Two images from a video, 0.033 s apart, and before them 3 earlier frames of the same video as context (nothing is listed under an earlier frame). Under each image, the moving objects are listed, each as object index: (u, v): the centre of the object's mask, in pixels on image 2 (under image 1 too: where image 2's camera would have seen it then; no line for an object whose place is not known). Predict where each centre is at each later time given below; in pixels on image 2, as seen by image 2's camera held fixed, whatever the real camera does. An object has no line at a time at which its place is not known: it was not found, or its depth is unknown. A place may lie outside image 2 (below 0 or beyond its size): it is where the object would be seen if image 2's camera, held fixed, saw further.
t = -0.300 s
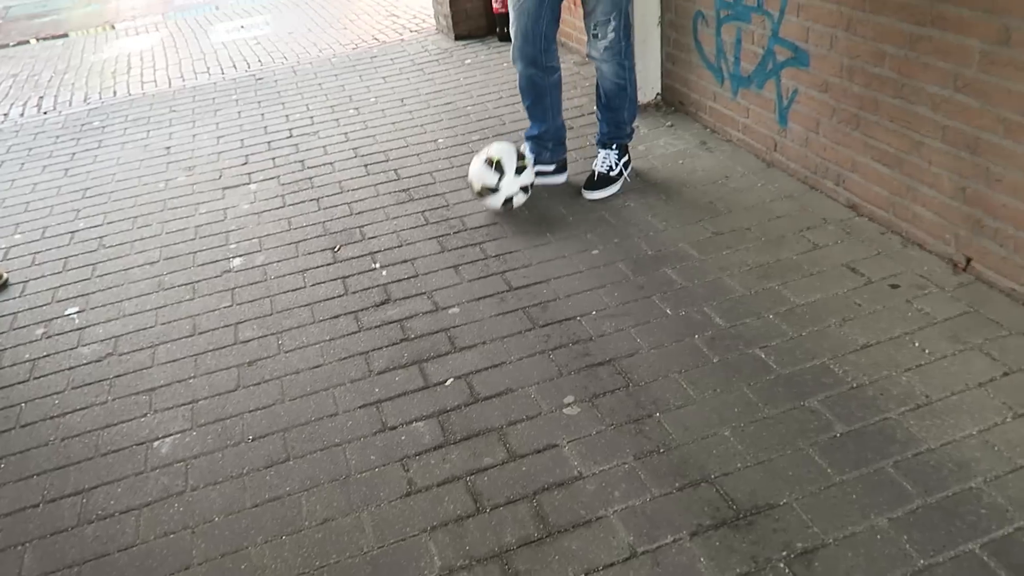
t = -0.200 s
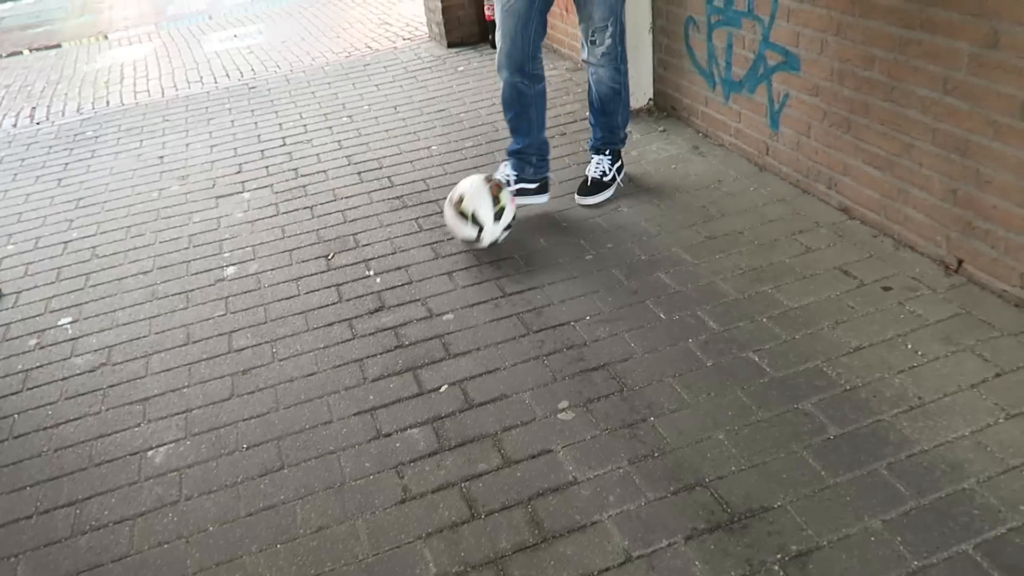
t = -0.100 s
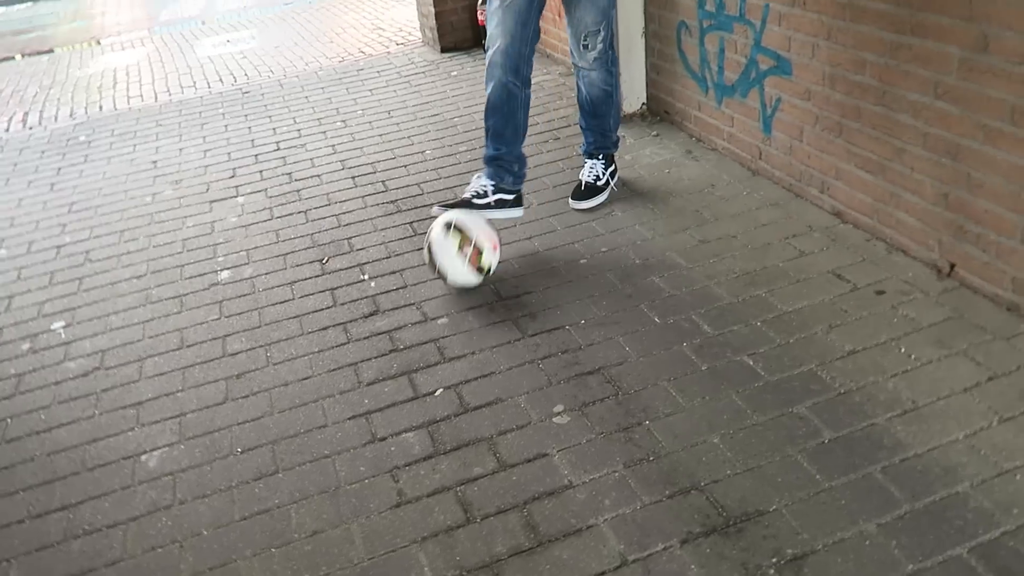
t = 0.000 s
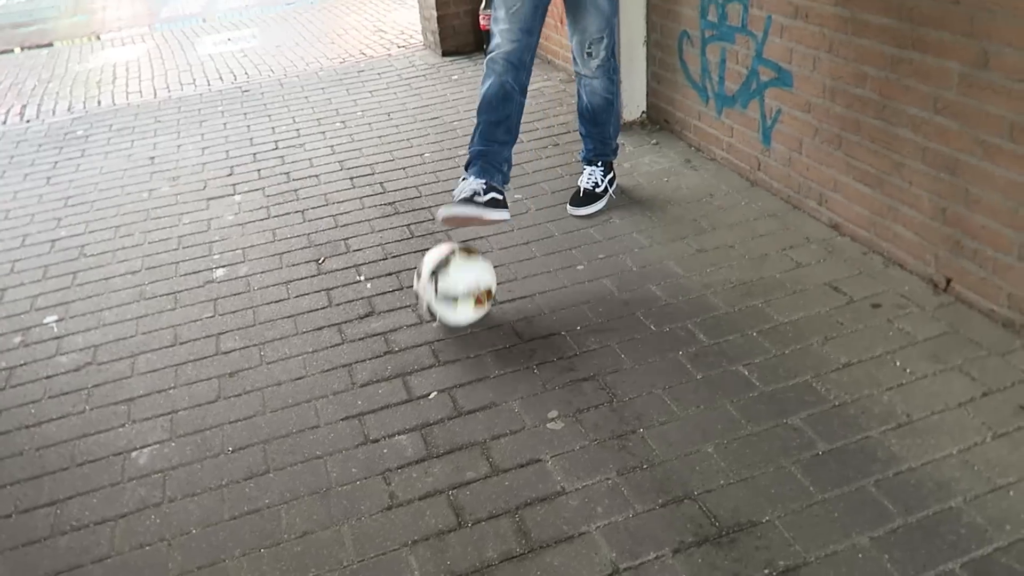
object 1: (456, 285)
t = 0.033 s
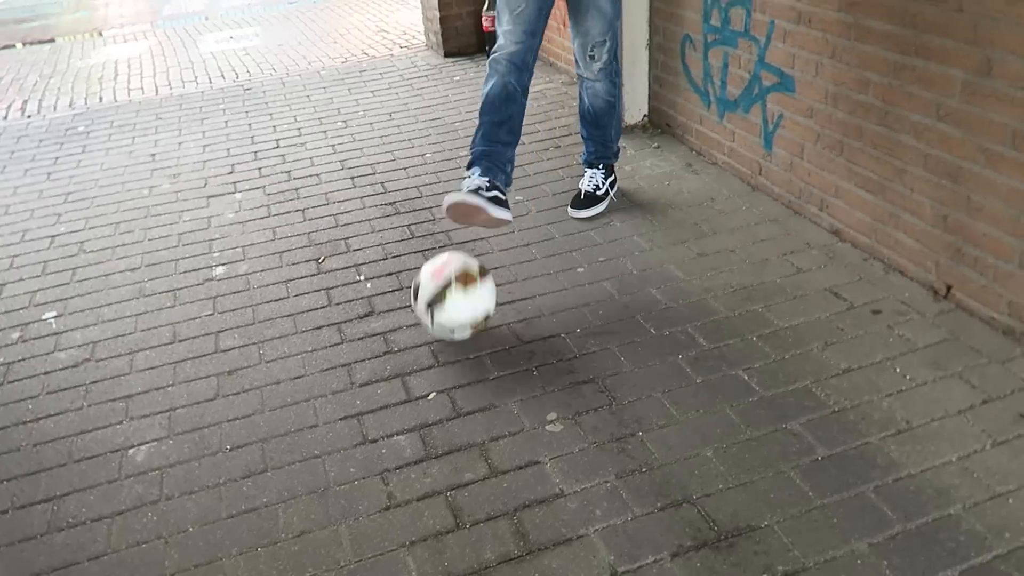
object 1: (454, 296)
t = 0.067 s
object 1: (452, 306)
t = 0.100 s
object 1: (450, 316)
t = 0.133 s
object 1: (449, 332)
